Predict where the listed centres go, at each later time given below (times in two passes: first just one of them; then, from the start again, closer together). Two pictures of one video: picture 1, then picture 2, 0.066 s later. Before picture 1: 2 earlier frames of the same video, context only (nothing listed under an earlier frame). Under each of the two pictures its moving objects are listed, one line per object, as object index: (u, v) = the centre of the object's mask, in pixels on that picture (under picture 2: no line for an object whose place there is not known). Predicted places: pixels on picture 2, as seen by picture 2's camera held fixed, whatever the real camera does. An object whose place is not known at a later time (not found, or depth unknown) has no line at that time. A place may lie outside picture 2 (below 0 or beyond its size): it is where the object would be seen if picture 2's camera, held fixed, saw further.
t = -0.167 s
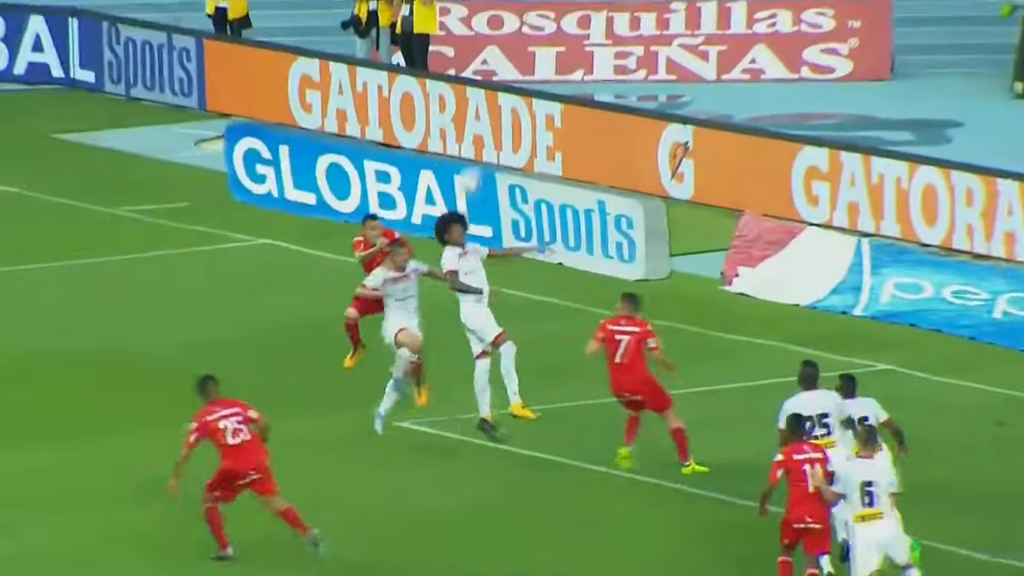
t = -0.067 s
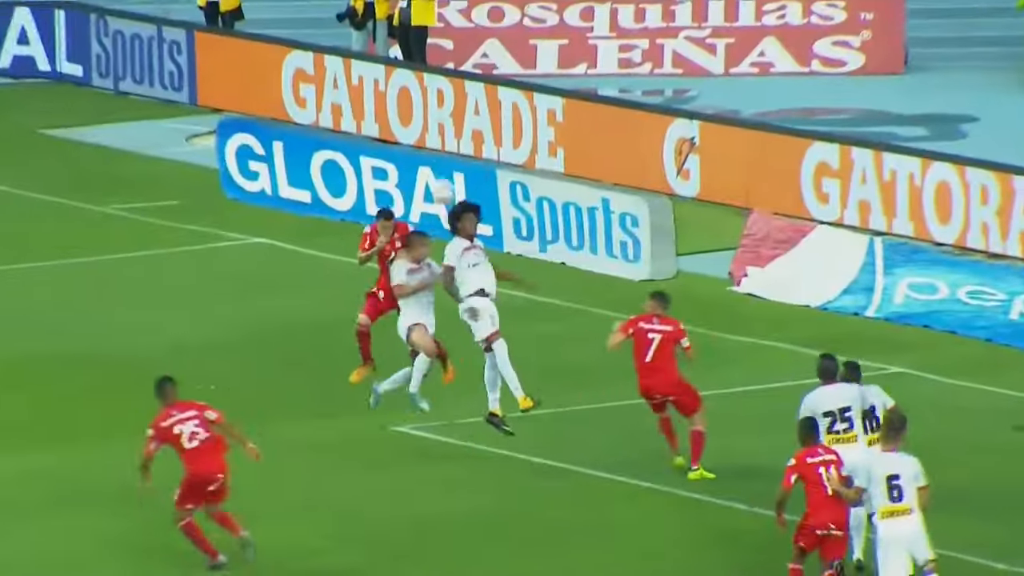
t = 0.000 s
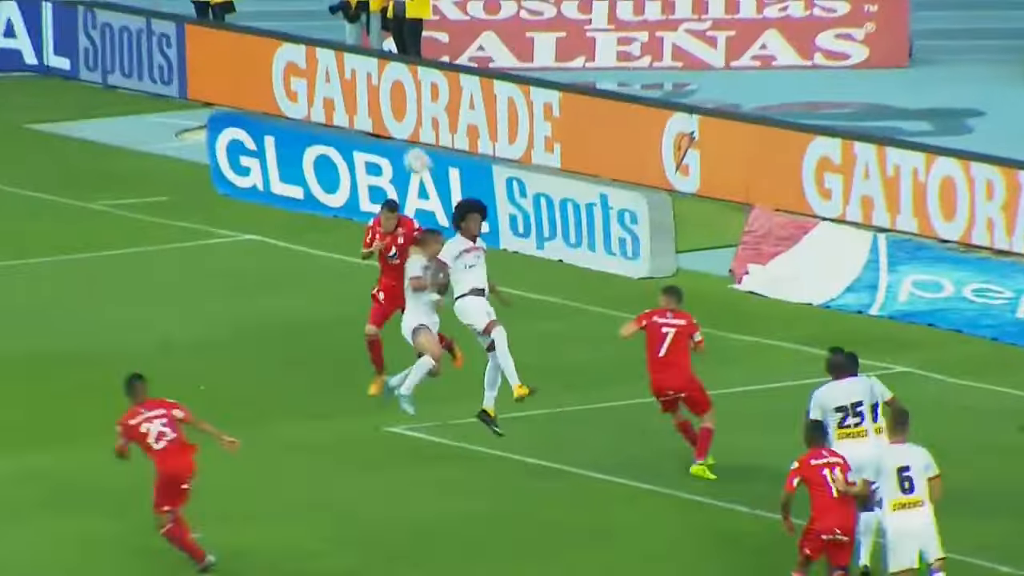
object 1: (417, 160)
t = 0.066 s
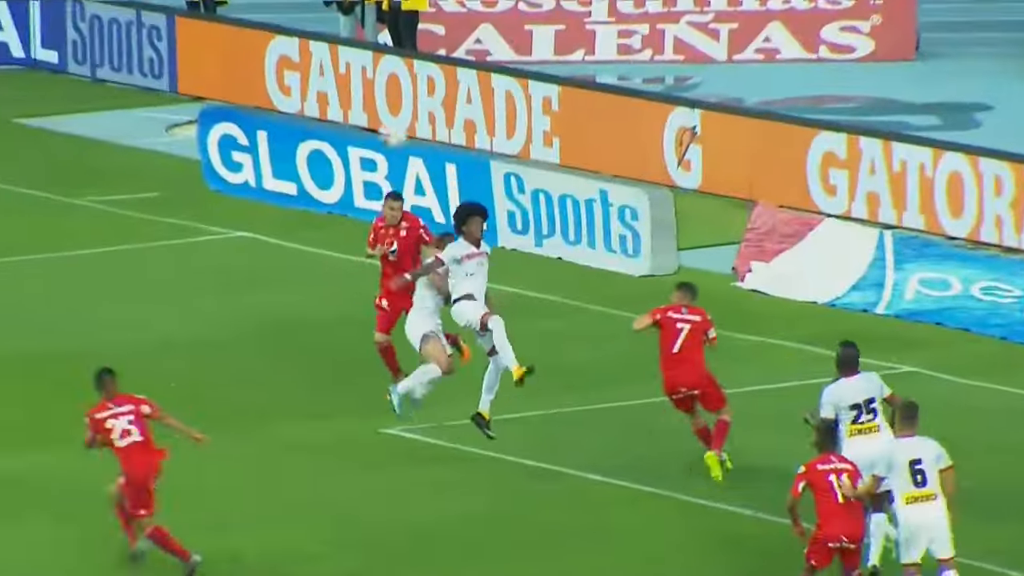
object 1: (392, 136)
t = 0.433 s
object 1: (285, 70)
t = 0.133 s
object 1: (372, 118)
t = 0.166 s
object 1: (364, 109)
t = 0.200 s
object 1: (351, 101)
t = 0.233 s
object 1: (345, 94)
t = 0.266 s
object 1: (335, 88)
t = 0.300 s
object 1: (322, 84)
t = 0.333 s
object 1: (314, 78)
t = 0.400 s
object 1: (294, 73)
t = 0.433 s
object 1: (285, 70)
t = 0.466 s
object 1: (275, 70)
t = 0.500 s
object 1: (263, 72)
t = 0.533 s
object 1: (254, 71)
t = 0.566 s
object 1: (244, 71)
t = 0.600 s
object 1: (235, 73)
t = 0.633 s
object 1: (225, 77)
